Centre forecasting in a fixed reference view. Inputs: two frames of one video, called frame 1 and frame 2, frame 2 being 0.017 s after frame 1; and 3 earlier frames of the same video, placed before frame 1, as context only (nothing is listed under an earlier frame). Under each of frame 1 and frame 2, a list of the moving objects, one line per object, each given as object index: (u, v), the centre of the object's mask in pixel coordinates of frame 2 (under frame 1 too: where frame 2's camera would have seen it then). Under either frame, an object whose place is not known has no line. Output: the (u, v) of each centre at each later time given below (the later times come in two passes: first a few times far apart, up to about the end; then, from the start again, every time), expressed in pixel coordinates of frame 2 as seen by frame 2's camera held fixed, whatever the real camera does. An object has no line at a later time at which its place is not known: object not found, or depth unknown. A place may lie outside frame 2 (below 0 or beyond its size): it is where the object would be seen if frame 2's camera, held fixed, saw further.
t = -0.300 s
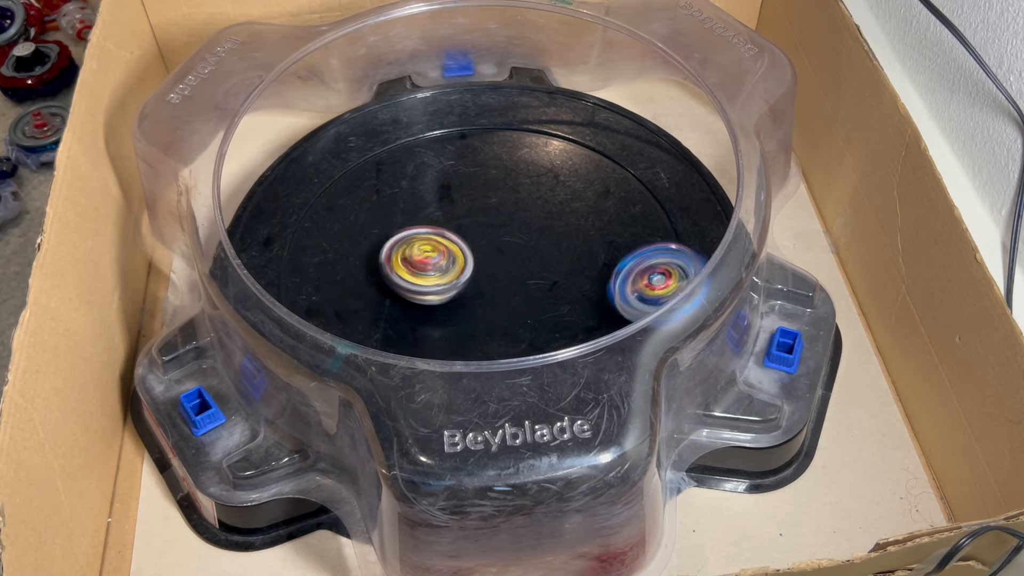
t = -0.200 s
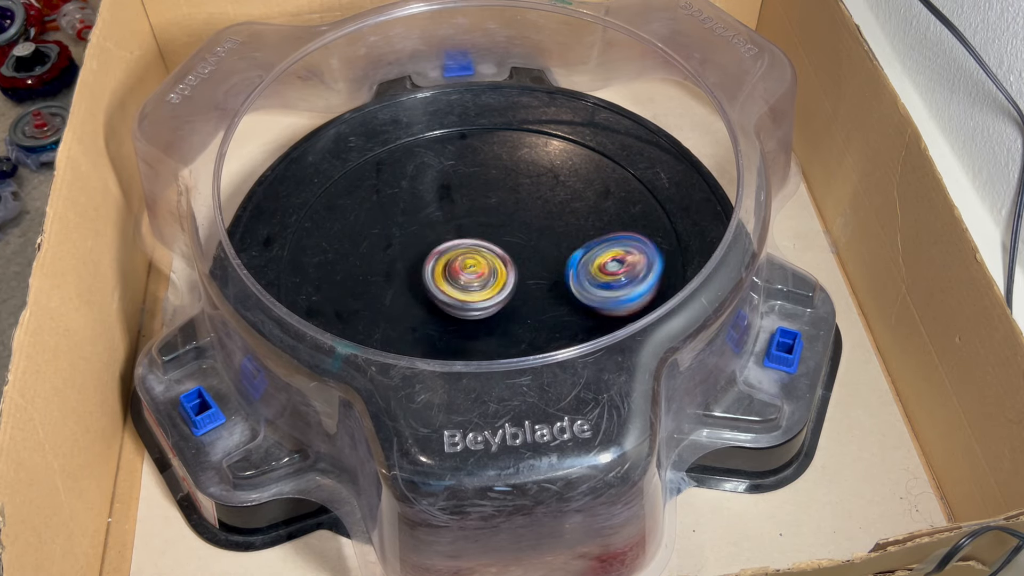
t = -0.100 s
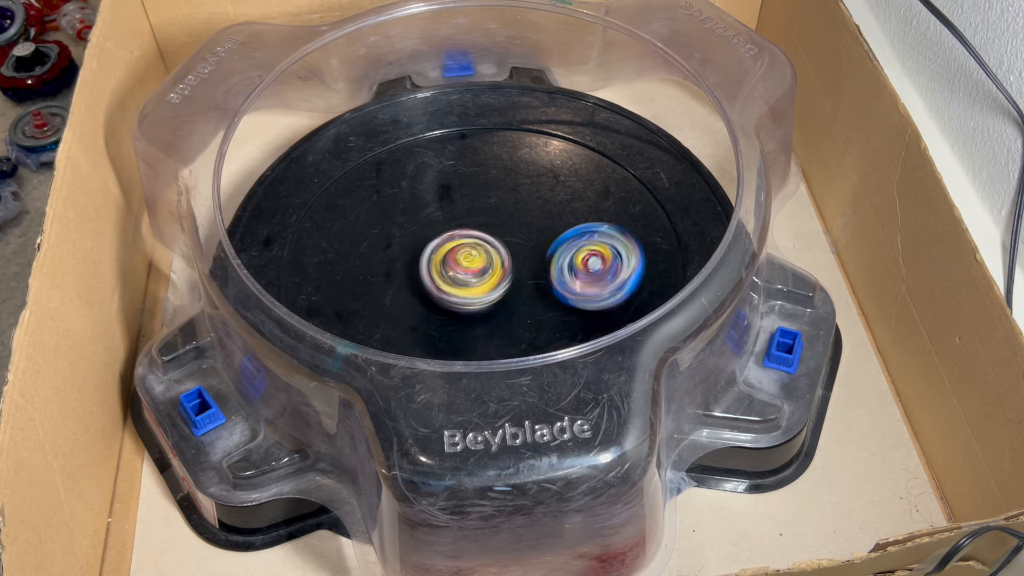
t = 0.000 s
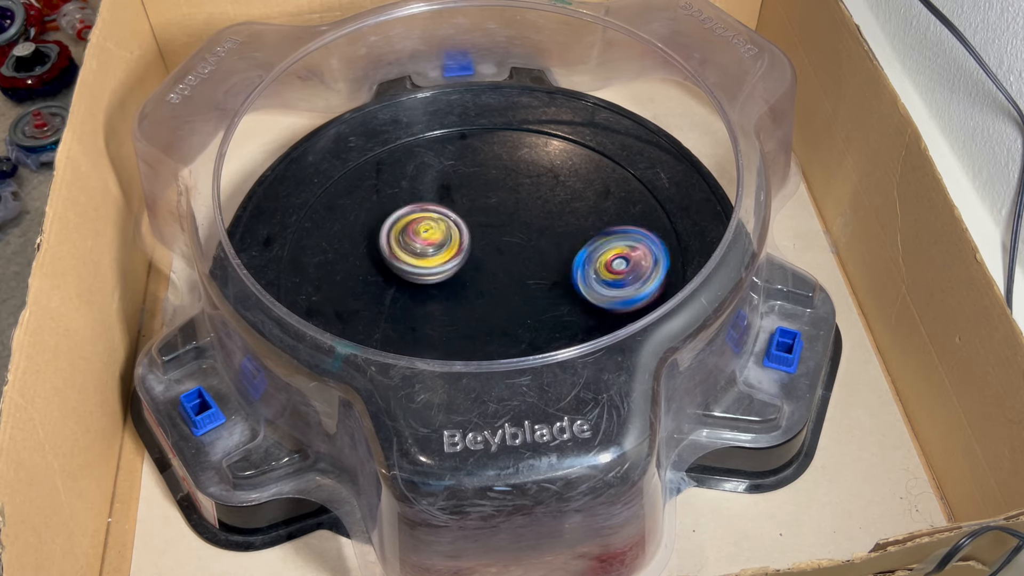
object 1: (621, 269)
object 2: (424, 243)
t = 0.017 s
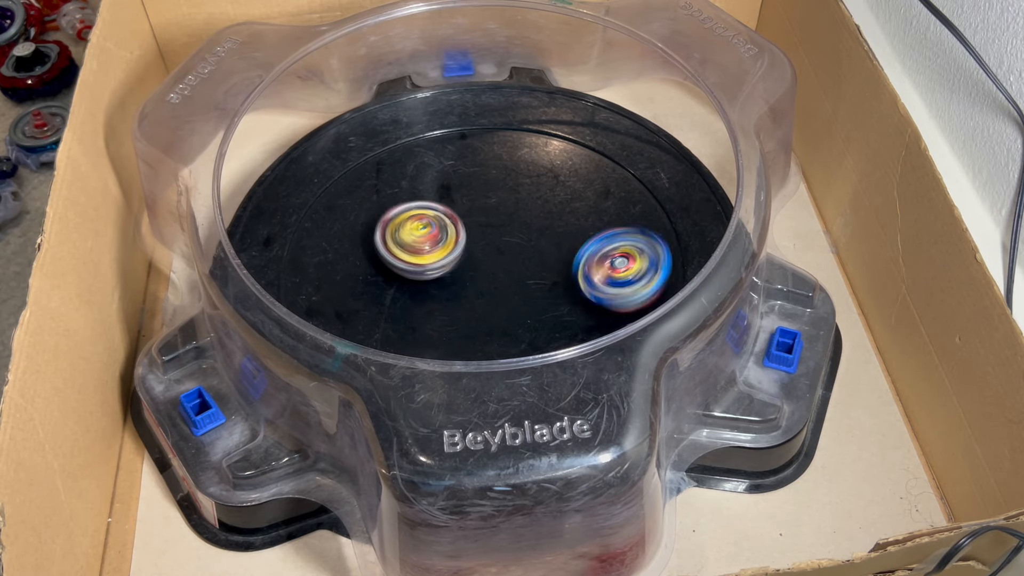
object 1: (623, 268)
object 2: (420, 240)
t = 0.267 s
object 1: (567, 267)
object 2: (417, 238)
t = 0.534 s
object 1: (479, 300)
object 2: (423, 240)
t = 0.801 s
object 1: (418, 314)
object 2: (445, 245)
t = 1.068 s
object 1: (389, 310)
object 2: (485, 242)
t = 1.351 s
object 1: (411, 258)
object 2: (509, 245)
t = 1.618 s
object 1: (404, 199)
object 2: (531, 258)
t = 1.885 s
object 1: (436, 202)
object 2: (530, 271)
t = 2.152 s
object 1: (486, 167)
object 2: (516, 305)
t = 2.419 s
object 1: (504, 161)
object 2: (494, 303)
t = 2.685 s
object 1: (523, 219)
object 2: (458, 287)
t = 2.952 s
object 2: (412, 280)
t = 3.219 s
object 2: (424, 255)
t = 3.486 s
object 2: (399, 215)
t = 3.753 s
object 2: (447, 220)
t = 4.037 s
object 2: (494, 224)
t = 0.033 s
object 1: (623, 268)
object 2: (418, 237)
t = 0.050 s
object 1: (624, 267)
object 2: (415, 235)
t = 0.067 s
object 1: (625, 267)
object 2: (414, 233)
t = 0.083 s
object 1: (625, 266)
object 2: (413, 233)
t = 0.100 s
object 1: (624, 264)
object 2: (413, 232)
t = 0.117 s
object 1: (622, 263)
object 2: (413, 233)
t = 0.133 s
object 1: (619, 262)
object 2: (413, 233)
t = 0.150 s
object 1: (615, 262)
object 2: (413, 234)
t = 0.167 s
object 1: (609, 261)
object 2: (413, 234)
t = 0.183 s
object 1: (604, 262)
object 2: (414, 235)
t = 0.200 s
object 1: (597, 262)
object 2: (414, 236)
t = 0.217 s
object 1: (589, 263)
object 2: (415, 236)
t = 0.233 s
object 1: (583, 264)
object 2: (416, 237)
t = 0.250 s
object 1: (574, 265)
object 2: (416, 238)
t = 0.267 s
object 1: (567, 267)
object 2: (417, 238)
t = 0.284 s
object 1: (560, 268)
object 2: (418, 240)
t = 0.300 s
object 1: (551, 270)
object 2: (419, 240)
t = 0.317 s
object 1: (544, 271)
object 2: (420, 241)
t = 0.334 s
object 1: (536, 272)
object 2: (422, 241)
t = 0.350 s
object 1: (529, 273)
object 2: (422, 243)
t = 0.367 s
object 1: (522, 275)
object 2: (424, 243)
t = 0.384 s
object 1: (514, 276)
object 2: (425, 244)
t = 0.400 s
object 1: (509, 278)
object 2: (426, 244)
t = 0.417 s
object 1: (507, 281)
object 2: (424, 242)
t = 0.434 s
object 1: (505, 285)
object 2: (422, 241)
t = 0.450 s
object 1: (501, 288)
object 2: (421, 240)
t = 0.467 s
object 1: (497, 290)
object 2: (421, 239)
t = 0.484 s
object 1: (492, 294)
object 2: (421, 239)
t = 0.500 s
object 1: (489, 296)
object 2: (421, 239)
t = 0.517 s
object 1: (484, 298)
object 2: (422, 240)
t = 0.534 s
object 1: (479, 300)
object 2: (423, 240)
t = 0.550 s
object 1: (475, 302)
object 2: (423, 240)
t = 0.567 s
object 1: (471, 304)
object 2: (424, 240)
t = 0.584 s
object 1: (467, 306)
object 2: (425, 241)
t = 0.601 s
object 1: (462, 307)
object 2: (426, 240)
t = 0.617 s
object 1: (458, 308)
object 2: (427, 241)
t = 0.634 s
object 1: (453, 310)
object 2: (428, 241)
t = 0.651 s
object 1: (450, 311)
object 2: (430, 242)
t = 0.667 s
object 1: (446, 312)
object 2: (431, 241)
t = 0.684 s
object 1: (442, 312)
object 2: (433, 242)
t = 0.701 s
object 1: (438, 314)
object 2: (435, 243)
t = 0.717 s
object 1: (435, 314)
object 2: (437, 243)
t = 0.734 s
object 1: (431, 314)
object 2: (438, 243)
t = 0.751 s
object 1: (427, 314)
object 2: (440, 244)
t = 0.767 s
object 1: (424, 315)
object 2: (442, 245)
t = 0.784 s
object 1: (421, 314)
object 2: (444, 245)
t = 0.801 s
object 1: (418, 314)
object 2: (445, 245)
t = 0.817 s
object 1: (416, 314)
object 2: (448, 246)
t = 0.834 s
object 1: (415, 313)
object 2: (449, 246)
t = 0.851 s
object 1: (413, 312)
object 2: (452, 247)
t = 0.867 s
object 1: (411, 311)
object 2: (454, 247)
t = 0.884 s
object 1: (411, 310)
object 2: (456, 248)
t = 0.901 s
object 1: (410, 308)
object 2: (458, 248)
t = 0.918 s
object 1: (408, 307)
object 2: (461, 248)
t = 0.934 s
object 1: (405, 309)
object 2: (464, 247)
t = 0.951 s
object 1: (401, 309)
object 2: (468, 246)
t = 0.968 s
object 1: (398, 310)
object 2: (471, 245)
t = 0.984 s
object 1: (396, 311)
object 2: (475, 244)
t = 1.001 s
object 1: (394, 311)
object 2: (477, 243)
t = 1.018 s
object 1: (392, 311)
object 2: (480, 243)
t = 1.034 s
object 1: (390, 310)
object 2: (481, 243)
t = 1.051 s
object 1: (390, 310)
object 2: (484, 243)
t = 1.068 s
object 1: (389, 310)
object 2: (485, 242)
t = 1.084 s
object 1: (389, 309)
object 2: (488, 242)
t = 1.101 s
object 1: (389, 308)
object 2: (489, 242)
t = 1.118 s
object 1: (390, 306)
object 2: (491, 242)
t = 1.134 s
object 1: (392, 305)
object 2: (492, 242)
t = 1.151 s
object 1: (393, 302)
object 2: (494, 242)
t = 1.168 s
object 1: (394, 299)
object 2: (495, 242)
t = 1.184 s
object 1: (395, 297)
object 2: (497, 242)
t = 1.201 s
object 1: (397, 293)
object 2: (498, 243)
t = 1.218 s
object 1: (399, 290)
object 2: (500, 243)
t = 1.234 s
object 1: (400, 286)
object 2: (500, 243)
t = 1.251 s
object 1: (402, 282)
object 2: (502, 243)
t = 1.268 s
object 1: (403, 278)
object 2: (503, 244)
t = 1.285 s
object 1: (405, 274)
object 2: (505, 244)
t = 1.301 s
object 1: (407, 270)
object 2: (505, 244)
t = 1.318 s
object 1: (408, 266)
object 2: (507, 244)
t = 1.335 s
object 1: (409, 262)
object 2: (507, 245)
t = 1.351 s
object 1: (411, 258)
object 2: (509, 245)
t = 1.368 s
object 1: (412, 254)
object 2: (509, 246)
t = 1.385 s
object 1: (414, 251)
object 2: (510, 247)
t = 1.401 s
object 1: (415, 246)
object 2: (511, 248)
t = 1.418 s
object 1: (417, 243)
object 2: (512, 248)
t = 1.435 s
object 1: (418, 239)
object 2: (512, 249)
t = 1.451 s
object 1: (418, 235)
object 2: (514, 250)
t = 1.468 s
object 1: (416, 230)
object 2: (518, 251)
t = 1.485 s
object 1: (413, 225)
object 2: (521, 252)
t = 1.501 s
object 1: (413, 222)
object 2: (523, 253)
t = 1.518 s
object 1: (411, 218)
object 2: (524, 254)
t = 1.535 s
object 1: (410, 215)
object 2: (526, 254)
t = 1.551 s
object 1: (409, 212)
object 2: (527, 255)
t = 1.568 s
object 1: (407, 208)
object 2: (528, 255)
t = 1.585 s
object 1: (406, 205)
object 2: (529, 256)
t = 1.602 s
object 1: (405, 202)
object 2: (530, 257)
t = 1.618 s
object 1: (404, 199)
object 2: (531, 258)
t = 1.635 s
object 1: (404, 198)
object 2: (532, 258)
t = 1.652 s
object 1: (402, 195)
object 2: (532, 259)
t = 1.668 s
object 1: (402, 193)
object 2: (533, 260)
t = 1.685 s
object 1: (402, 192)
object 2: (533, 261)
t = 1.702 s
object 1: (403, 190)
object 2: (534, 262)
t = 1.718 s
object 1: (403, 190)
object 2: (534, 263)
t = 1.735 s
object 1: (404, 190)
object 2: (534, 264)
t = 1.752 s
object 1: (406, 190)
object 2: (534, 265)
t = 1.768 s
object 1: (408, 191)
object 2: (534, 265)
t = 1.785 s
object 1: (410, 193)
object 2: (533, 266)
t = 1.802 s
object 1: (414, 194)
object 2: (533, 267)
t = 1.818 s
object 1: (417, 195)
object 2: (533, 268)
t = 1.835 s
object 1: (422, 197)
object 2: (532, 269)
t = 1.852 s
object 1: (426, 199)
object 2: (531, 270)
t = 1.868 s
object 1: (430, 200)
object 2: (531, 270)
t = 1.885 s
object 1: (436, 202)
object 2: (530, 271)
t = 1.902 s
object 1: (440, 204)
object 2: (529, 272)
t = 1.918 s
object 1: (446, 205)
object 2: (529, 273)
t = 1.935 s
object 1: (451, 206)
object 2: (527, 274)
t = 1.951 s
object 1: (455, 207)
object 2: (527, 274)
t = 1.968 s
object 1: (460, 209)
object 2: (525, 275)
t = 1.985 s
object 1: (465, 210)
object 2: (524, 275)
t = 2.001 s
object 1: (470, 211)
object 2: (522, 276)
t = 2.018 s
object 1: (474, 211)
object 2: (522, 278)
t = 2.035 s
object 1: (479, 202)
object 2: (521, 284)
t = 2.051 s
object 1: (479, 195)
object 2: (522, 290)
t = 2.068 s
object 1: (481, 188)
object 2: (521, 295)
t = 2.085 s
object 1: (481, 182)
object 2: (520, 298)
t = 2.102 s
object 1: (483, 177)
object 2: (518, 301)
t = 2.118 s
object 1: (484, 173)
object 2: (517, 303)
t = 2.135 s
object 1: (484, 170)
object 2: (516, 304)
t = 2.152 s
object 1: (486, 167)
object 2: (516, 305)
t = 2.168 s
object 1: (486, 165)
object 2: (515, 306)
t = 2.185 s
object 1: (486, 162)
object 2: (514, 306)
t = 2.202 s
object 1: (488, 161)
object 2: (514, 307)
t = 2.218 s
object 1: (488, 159)
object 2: (512, 307)
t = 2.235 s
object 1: (489, 158)
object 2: (512, 308)
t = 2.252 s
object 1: (490, 157)
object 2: (510, 308)
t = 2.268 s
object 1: (491, 156)
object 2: (509, 308)
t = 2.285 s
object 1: (492, 155)
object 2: (507, 308)
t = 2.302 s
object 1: (493, 154)
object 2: (506, 308)
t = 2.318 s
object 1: (495, 154)
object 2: (504, 307)
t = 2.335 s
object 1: (497, 154)
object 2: (503, 307)
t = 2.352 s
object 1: (497, 154)
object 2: (501, 306)
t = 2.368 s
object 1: (499, 155)
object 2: (499, 306)
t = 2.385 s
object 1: (501, 157)
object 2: (497, 305)
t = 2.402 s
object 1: (502, 158)
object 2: (495, 304)
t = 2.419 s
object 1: (504, 161)
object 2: (494, 303)
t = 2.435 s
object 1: (506, 163)
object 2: (491, 302)
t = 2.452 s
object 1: (507, 166)
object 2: (490, 301)
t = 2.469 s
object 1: (509, 169)
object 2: (487, 300)
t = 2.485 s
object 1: (510, 173)
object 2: (486, 299)
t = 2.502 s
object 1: (511, 177)
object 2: (484, 298)
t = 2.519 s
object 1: (512, 181)
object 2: (481, 297)
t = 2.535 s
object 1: (513, 185)
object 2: (480, 296)
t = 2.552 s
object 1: (514, 190)
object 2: (477, 295)
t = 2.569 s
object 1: (515, 195)
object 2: (476, 293)
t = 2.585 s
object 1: (515, 199)
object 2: (473, 292)
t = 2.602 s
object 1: (516, 203)
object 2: (472, 291)
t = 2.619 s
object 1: (516, 208)
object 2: (469, 290)
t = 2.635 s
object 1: (516, 212)
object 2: (468, 288)
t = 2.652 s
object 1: (516, 217)
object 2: (466, 287)
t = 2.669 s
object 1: (515, 222)
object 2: (464, 285)
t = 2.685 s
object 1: (523, 219)
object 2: (458, 287)
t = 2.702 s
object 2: (450, 289)
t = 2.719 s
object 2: (442, 290)
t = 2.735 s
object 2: (435, 291)
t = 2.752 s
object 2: (429, 292)
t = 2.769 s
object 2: (423, 293)
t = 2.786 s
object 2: (419, 293)
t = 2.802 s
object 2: (416, 292)
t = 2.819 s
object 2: (413, 291)
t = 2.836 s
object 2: (412, 290)
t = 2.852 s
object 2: (411, 289)
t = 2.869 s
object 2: (411, 287)
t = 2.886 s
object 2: (411, 286)
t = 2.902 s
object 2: (411, 284)
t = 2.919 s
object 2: (411, 283)
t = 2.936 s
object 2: (412, 281)
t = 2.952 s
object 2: (412, 280)
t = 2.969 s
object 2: (413, 278)
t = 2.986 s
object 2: (414, 277)
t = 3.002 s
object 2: (414, 275)
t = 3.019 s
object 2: (416, 273)
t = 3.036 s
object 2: (416, 272)
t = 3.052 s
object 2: (417, 270)
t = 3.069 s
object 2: (418, 268)
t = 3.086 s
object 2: (419, 267)
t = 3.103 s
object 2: (420, 265)
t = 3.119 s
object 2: (420, 263)
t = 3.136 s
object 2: (422, 262)
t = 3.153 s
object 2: (422, 260)
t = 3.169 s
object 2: (424, 259)
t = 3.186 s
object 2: (425, 258)
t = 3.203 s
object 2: (425, 256)
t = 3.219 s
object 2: (424, 255)
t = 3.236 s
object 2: (421, 251)
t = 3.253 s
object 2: (413, 245)
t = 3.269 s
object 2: (405, 239)
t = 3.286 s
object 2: (400, 234)
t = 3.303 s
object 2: (395, 229)
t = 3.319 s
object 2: (392, 226)
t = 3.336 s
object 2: (390, 222)
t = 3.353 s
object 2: (388, 220)
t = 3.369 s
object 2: (389, 218)
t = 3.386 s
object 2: (389, 217)
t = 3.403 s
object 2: (390, 217)
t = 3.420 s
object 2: (391, 217)
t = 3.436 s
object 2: (392, 216)
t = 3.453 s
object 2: (395, 216)
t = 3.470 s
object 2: (396, 215)
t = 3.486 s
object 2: (399, 215)
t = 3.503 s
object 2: (401, 215)
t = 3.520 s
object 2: (404, 215)
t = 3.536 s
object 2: (407, 215)
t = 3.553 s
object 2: (409, 215)
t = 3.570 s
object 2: (413, 215)
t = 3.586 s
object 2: (416, 216)
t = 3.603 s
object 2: (419, 216)
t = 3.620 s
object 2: (423, 216)
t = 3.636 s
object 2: (425, 217)
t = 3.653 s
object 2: (429, 216)
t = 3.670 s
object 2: (432, 218)
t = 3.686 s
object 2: (434, 218)
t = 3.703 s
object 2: (438, 219)
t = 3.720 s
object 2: (440, 220)
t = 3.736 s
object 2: (444, 219)
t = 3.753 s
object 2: (447, 220)
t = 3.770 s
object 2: (449, 221)
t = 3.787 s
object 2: (453, 221)
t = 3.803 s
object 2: (456, 223)
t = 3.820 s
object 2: (459, 222)
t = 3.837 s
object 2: (462, 222)
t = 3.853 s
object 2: (465, 222)
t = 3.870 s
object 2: (469, 220)
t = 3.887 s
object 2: (472, 221)
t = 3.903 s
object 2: (475, 220)
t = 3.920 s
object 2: (477, 221)
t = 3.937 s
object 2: (479, 222)
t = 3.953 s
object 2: (482, 222)
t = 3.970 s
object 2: (485, 223)
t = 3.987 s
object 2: (487, 222)
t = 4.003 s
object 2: (490, 223)
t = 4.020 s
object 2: (492, 224)
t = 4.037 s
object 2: (494, 224)
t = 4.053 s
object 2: (496, 226)
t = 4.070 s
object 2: (498, 227)
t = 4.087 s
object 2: (501, 227)
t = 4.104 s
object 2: (503, 228)
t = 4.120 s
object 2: (505, 227)
